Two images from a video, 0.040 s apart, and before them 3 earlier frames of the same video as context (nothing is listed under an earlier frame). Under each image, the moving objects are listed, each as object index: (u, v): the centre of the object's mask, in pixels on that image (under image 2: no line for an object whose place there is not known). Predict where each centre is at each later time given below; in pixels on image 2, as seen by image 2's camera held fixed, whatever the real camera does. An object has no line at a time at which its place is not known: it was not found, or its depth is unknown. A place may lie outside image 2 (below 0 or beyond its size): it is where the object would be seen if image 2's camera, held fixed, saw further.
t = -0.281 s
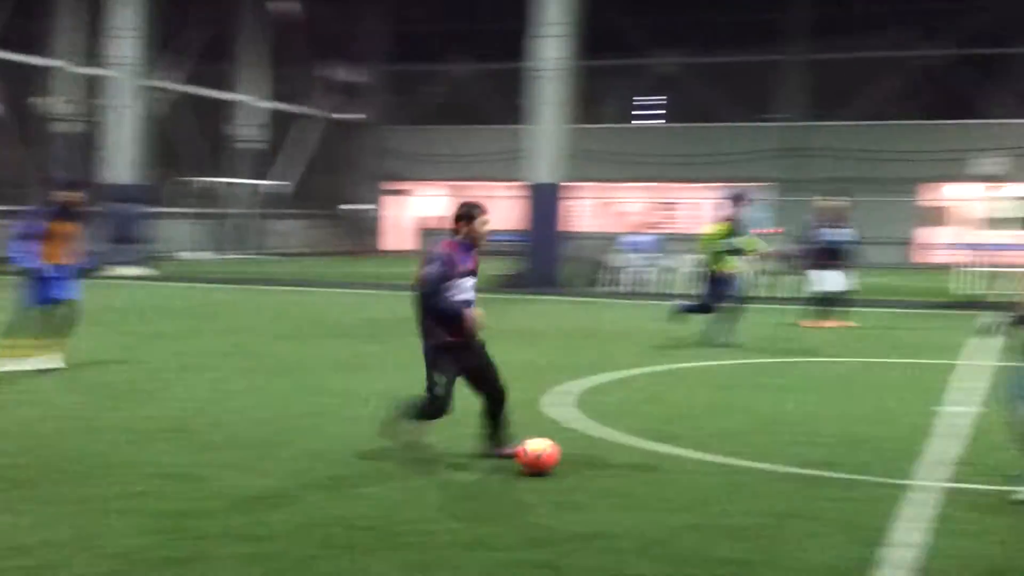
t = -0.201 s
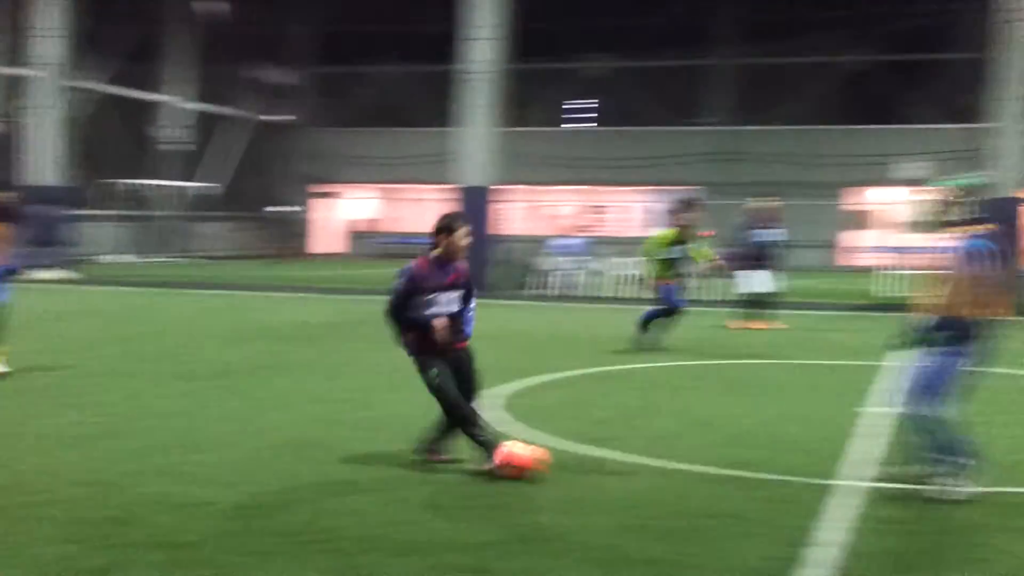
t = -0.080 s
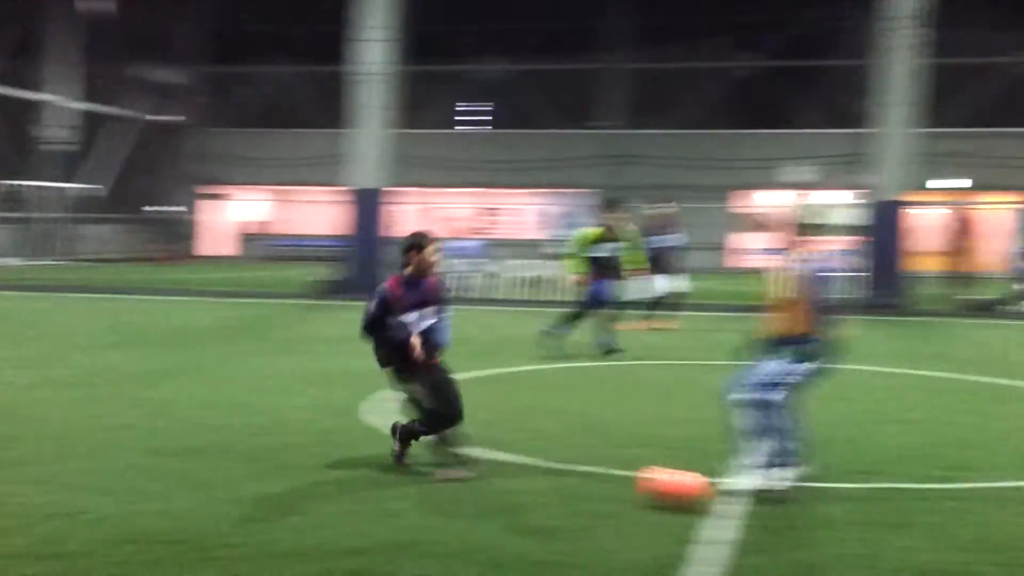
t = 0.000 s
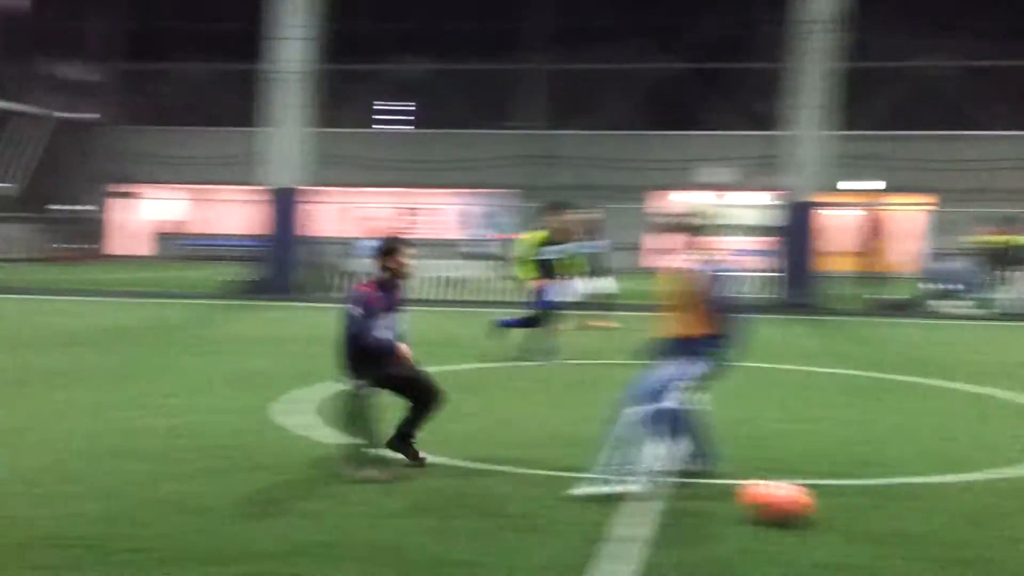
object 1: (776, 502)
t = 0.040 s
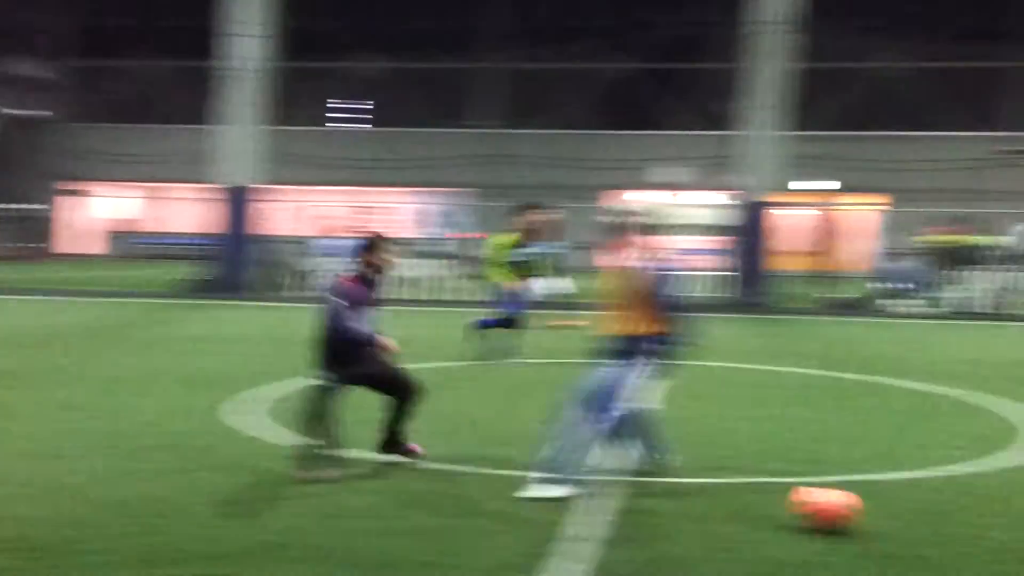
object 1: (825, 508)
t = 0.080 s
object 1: (927, 519)
